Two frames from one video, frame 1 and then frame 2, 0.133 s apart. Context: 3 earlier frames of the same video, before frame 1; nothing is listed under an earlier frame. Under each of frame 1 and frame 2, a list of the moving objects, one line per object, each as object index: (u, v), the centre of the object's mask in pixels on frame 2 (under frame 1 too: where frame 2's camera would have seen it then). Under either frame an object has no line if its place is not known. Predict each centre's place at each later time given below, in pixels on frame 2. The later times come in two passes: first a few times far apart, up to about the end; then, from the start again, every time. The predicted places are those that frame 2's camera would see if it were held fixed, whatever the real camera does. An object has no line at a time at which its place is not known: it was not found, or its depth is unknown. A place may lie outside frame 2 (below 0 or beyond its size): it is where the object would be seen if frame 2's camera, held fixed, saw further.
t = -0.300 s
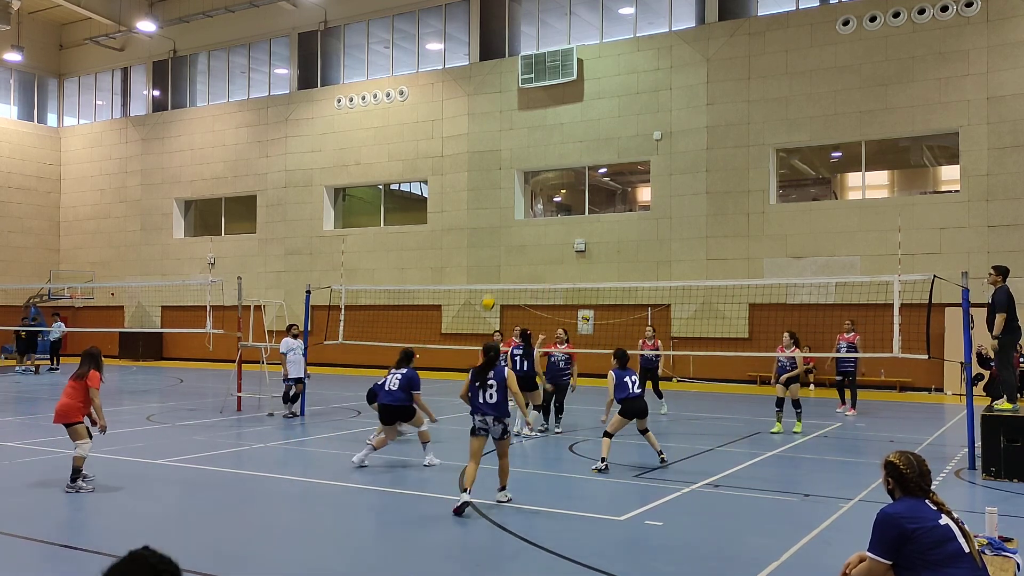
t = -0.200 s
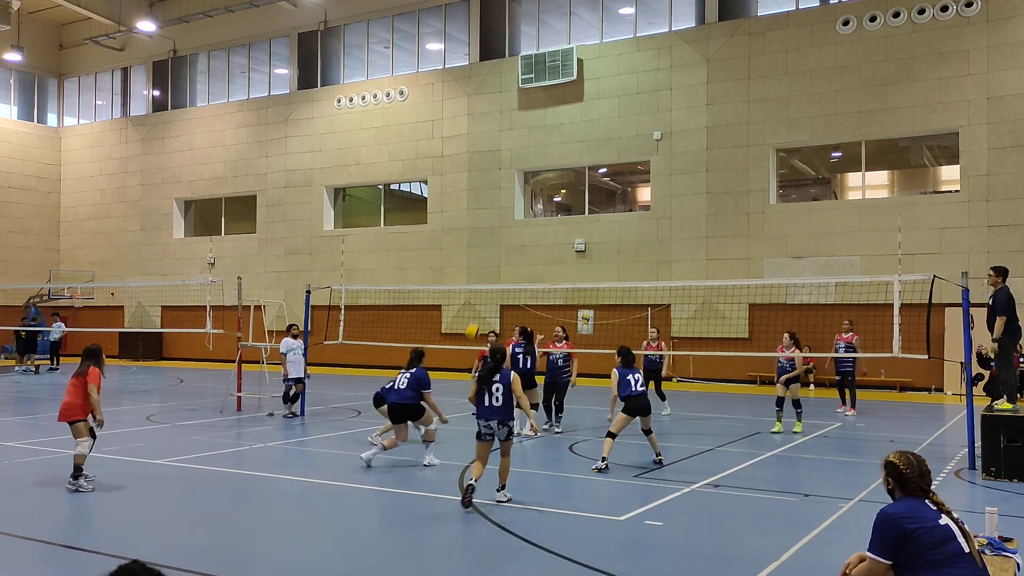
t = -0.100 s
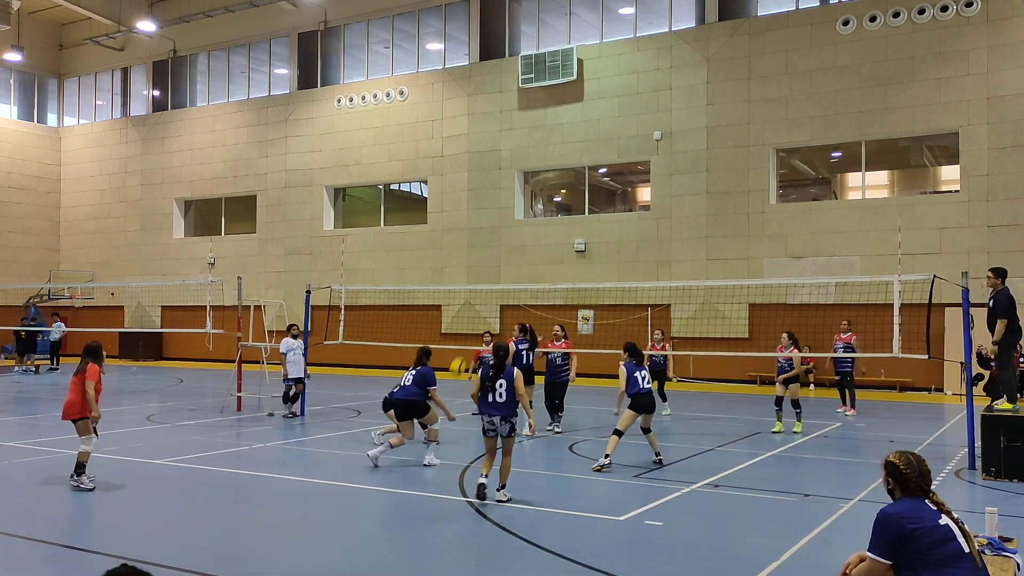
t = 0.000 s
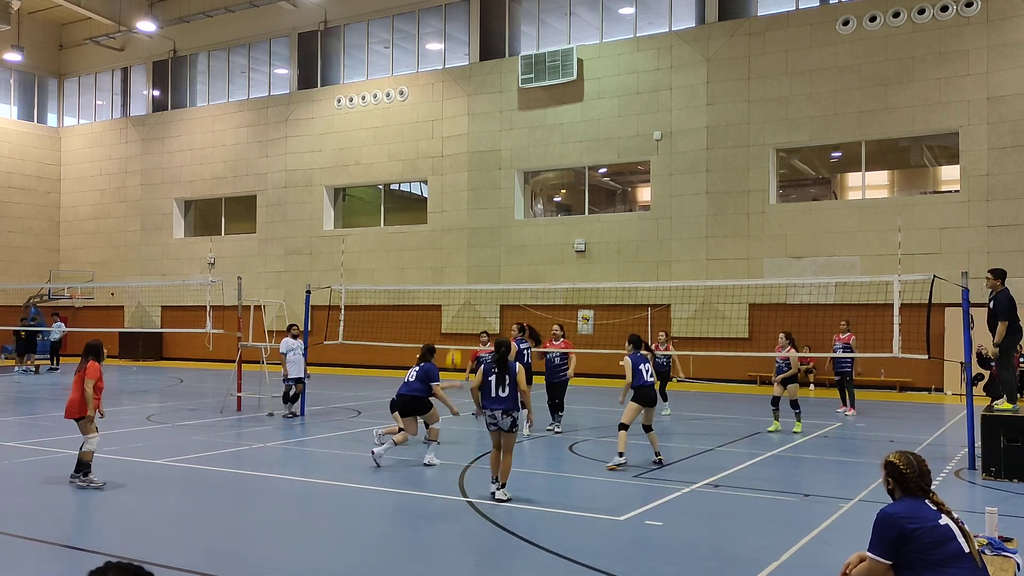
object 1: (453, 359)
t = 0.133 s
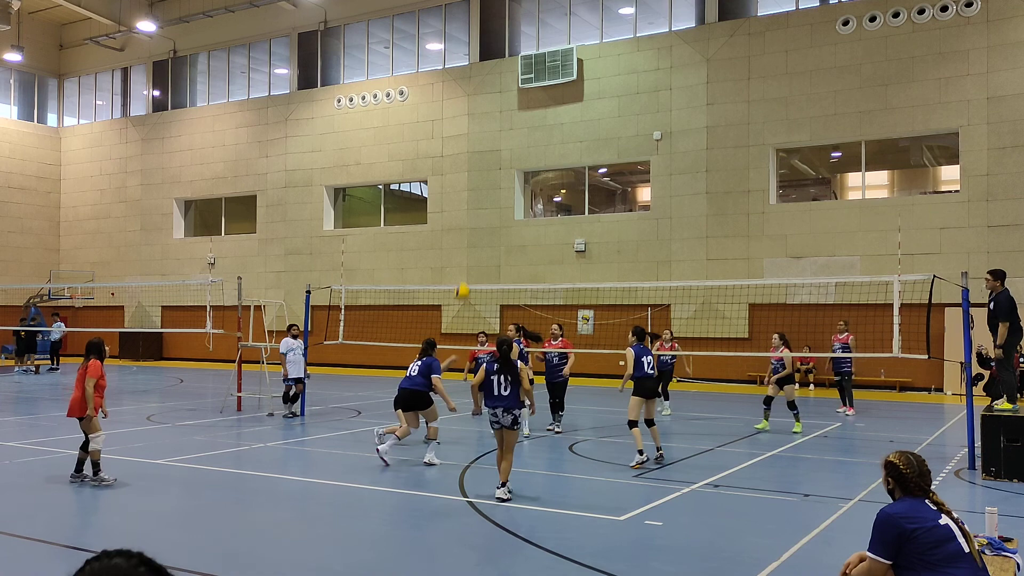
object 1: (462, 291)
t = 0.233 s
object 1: (468, 250)
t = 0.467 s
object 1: (482, 180)
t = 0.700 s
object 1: (495, 149)
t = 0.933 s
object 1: (507, 156)
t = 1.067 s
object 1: (515, 177)
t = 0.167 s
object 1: (464, 277)
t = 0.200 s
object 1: (466, 263)
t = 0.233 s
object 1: (468, 250)
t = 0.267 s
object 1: (470, 238)
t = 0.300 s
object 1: (472, 226)
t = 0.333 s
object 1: (474, 215)
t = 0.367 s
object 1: (476, 205)
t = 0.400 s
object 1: (478, 196)
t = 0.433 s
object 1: (480, 188)
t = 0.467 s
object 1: (482, 180)
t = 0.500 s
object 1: (484, 173)
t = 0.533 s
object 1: (486, 167)
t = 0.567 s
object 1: (487, 162)
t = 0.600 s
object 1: (489, 157)
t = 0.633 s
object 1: (491, 154)
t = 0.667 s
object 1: (493, 151)
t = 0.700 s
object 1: (495, 149)
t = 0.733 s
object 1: (497, 147)
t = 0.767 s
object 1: (498, 147)
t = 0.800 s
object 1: (500, 147)
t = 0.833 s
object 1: (502, 148)
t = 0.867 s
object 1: (504, 149)
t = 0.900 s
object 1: (506, 152)
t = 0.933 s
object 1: (507, 156)
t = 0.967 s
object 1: (509, 160)
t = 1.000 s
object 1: (511, 165)
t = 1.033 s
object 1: (513, 171)
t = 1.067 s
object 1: (515, 177)
